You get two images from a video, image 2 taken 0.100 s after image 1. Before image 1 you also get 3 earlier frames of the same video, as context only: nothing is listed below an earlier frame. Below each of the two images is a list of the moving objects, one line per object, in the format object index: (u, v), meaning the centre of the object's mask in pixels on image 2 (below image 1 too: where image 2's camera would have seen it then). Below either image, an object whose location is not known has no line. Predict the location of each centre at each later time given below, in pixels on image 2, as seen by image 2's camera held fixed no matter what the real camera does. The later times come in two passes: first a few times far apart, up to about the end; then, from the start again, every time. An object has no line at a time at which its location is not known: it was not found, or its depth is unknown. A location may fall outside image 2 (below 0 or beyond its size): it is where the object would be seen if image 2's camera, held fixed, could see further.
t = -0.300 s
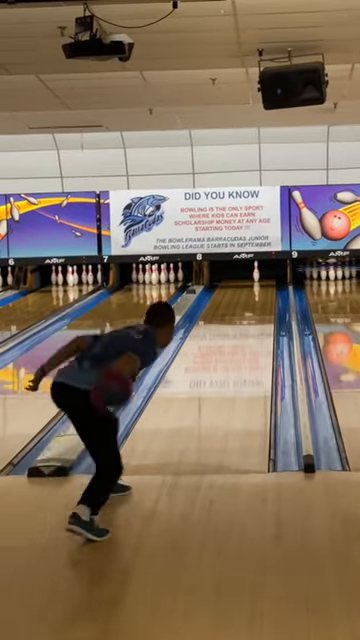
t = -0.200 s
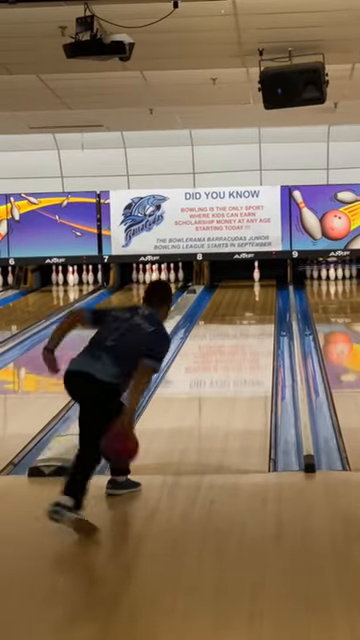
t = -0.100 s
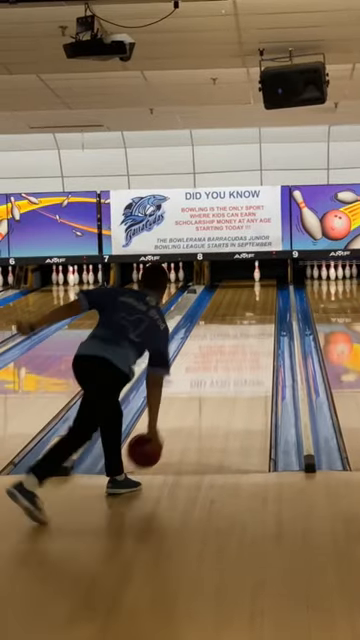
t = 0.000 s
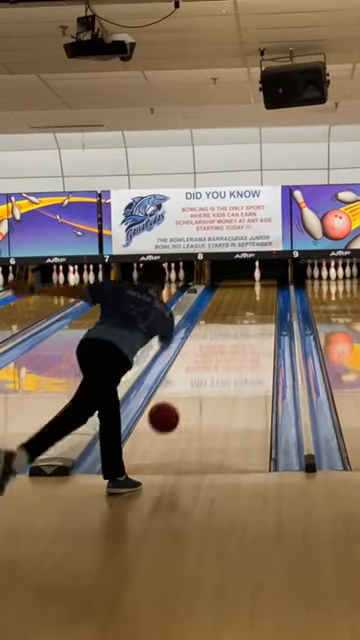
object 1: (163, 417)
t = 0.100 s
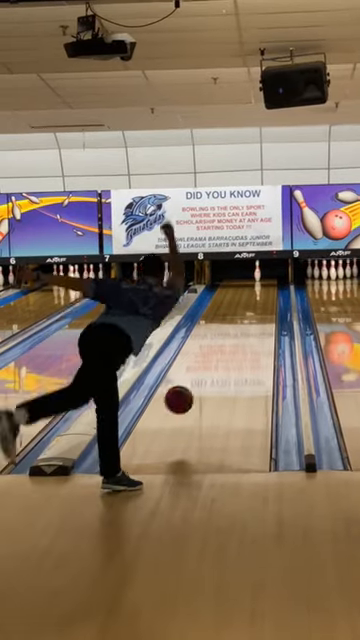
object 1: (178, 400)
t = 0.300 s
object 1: (202, 385)
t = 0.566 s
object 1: (223, 352)
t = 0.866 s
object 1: (239, 326)
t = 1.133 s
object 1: (248, 309)
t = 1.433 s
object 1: (256, 294)
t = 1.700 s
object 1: (259, 283)
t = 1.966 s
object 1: (261, 275)
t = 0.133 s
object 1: (183, 397)
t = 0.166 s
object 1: (187, 396)
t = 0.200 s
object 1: (191, 397)
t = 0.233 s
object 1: (195, 397)
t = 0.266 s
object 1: (198, 391)
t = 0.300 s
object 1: (202, 385)
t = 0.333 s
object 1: (205, 381)
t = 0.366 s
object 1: (208, 377)
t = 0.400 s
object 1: (211, 372)
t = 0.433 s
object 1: (213, 368)
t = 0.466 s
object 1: (216, 364)
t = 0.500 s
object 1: (218, 360)
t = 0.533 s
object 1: (221, 356)
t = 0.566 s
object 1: (223, 352)
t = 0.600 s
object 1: (225, 349)
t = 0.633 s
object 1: (227, 346)
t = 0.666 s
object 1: (229, 342)
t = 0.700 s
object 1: (231, 339)
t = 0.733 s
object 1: (232, 336)
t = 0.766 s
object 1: (234, 333)
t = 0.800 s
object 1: (236, 331)
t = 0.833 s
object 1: (237, 328)
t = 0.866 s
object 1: (239, 326)
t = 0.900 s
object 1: (240, 324)
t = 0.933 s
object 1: (242, 321)
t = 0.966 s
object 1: (243, 319)
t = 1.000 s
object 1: (244, 317)
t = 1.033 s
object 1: (246, 314)
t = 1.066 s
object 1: (246, 312)
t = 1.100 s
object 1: (247, 311)
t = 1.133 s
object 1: (248, 309)
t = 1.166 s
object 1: (250, 306)
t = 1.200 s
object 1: (251, 305)
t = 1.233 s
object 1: (251, 303)
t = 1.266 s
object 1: (252, 302)
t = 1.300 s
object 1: (254, 300)
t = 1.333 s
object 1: (254, 299)
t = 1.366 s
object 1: (255, 297)
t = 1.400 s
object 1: (255, 296)
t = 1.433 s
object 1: (256, 294)
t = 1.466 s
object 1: (256, 293)
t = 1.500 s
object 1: (257, 291)
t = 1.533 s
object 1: (257, 290)
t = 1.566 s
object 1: (258, 289)
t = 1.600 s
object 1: (258, 288)
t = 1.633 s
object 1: (259, 286)
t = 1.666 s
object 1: (259, 285)
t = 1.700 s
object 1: (259, 283)
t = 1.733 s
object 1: (259, 282)
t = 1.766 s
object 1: (259, 281)
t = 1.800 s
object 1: (259, 280)
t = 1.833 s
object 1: (259, 279)
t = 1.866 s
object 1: (259, 278)
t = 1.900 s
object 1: (260, 277)
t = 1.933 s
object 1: (259, 276)
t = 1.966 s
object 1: (261, 275)
